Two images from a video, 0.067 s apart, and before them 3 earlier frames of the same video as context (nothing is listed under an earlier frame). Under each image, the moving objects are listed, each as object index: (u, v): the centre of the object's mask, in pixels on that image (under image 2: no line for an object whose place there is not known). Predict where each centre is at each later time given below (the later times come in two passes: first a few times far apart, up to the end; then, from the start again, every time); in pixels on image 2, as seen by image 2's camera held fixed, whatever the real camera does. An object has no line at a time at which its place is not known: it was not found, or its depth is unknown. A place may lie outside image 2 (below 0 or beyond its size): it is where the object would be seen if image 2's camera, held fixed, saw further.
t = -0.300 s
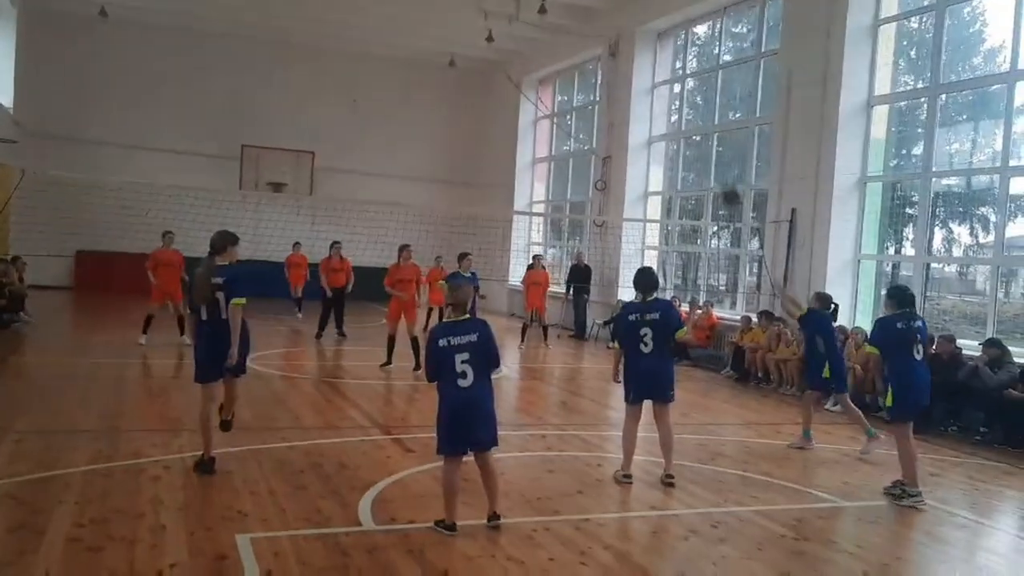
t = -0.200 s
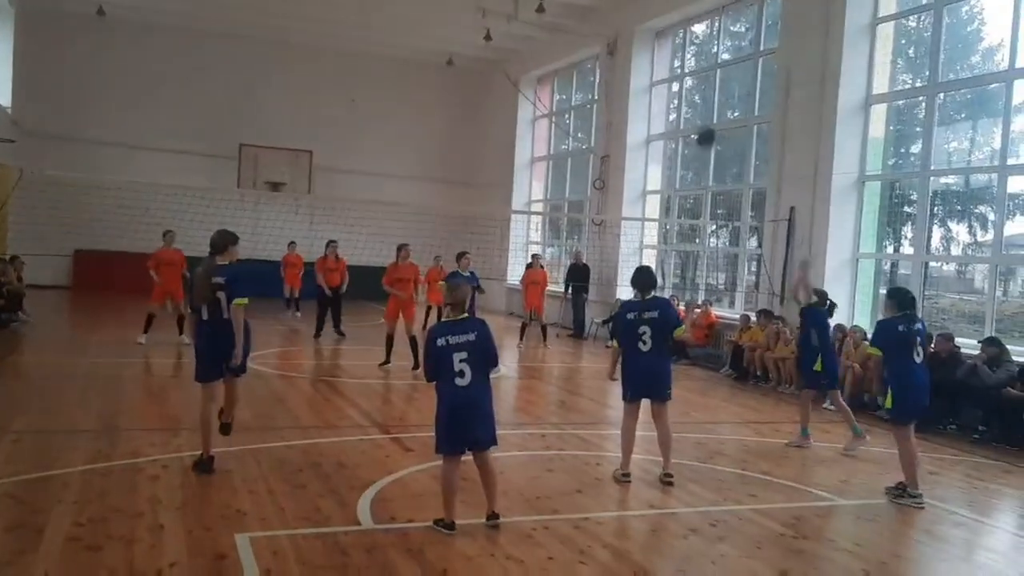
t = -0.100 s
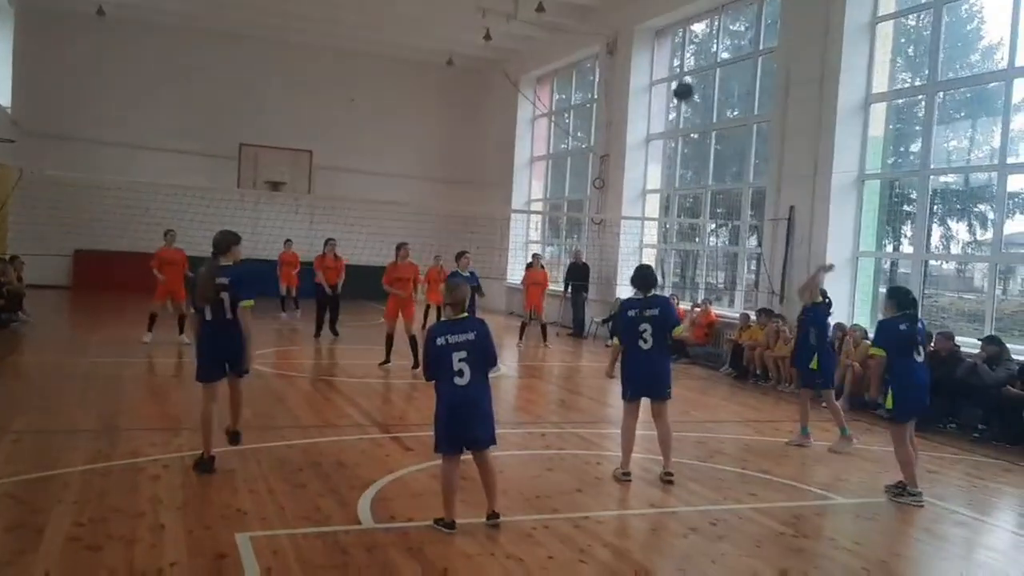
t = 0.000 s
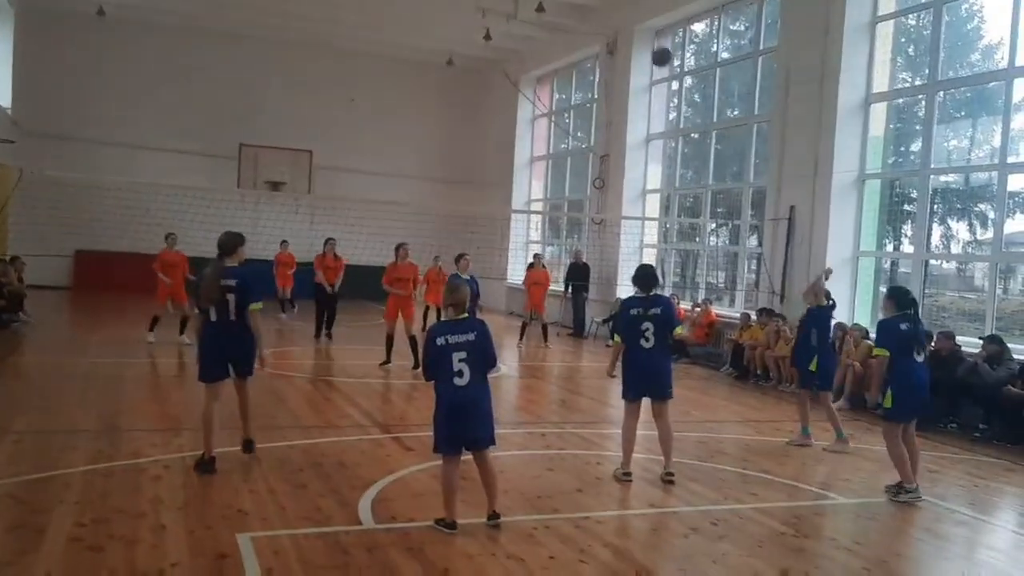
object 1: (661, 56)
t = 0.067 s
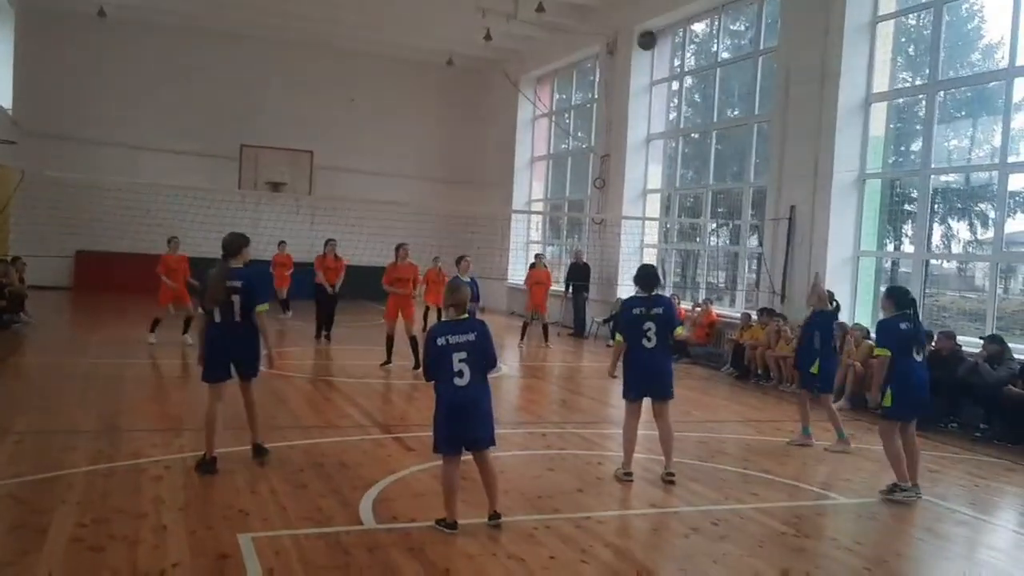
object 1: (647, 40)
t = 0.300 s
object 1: (597, 16)
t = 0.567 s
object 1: (542, 48)
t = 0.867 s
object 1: (485, 152)
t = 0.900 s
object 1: (479, 167)
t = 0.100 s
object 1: (640, 33)
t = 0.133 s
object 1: (632, 28)
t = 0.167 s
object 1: (625, 24)
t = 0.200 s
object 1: (618, 20)
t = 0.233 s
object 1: (611, 18)
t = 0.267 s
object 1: (604, 17)
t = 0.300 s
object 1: (597, 16)
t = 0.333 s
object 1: (590, 17)
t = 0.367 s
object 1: (583, 18)
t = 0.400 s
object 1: (576, 21)
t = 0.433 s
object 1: (569, 25)
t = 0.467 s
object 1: (563, 30)
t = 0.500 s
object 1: (556, 35)
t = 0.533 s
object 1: (549, 42)
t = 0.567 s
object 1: (542, 48)
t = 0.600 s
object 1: (536, 57)
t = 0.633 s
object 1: (529, 66)
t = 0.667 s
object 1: (523, 76)
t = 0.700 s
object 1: (517, 87)
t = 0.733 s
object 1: (511, 99)
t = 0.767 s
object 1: (503, 111)
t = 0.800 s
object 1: (497, 124)
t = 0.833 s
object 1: (491, 138)
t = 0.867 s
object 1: (485, 152)
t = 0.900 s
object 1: (479, 167)
